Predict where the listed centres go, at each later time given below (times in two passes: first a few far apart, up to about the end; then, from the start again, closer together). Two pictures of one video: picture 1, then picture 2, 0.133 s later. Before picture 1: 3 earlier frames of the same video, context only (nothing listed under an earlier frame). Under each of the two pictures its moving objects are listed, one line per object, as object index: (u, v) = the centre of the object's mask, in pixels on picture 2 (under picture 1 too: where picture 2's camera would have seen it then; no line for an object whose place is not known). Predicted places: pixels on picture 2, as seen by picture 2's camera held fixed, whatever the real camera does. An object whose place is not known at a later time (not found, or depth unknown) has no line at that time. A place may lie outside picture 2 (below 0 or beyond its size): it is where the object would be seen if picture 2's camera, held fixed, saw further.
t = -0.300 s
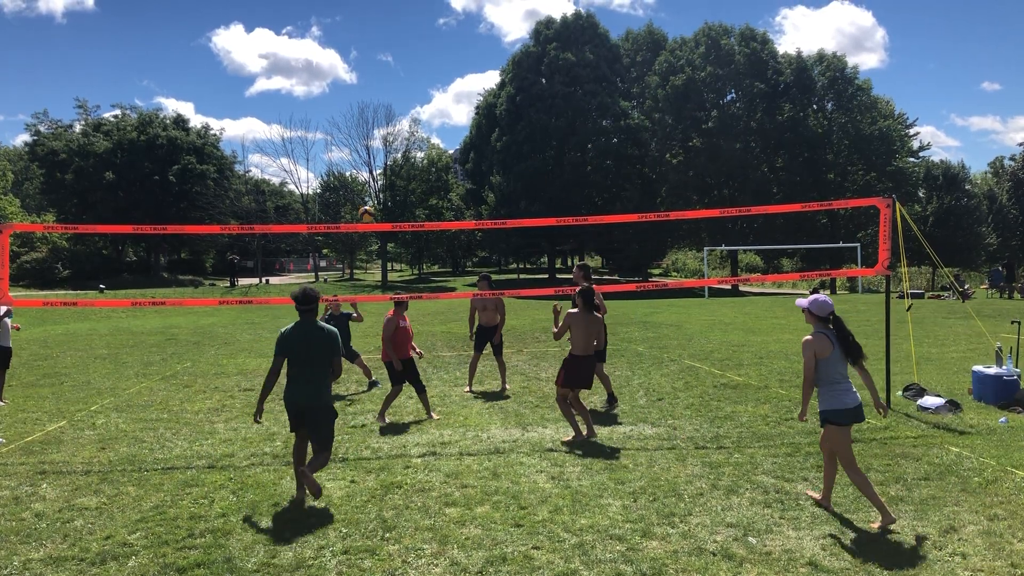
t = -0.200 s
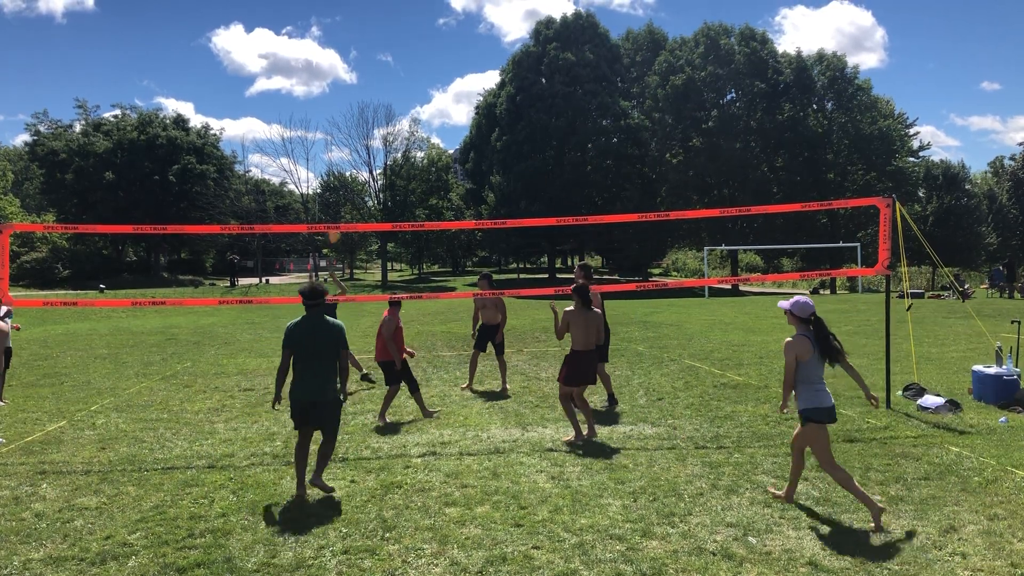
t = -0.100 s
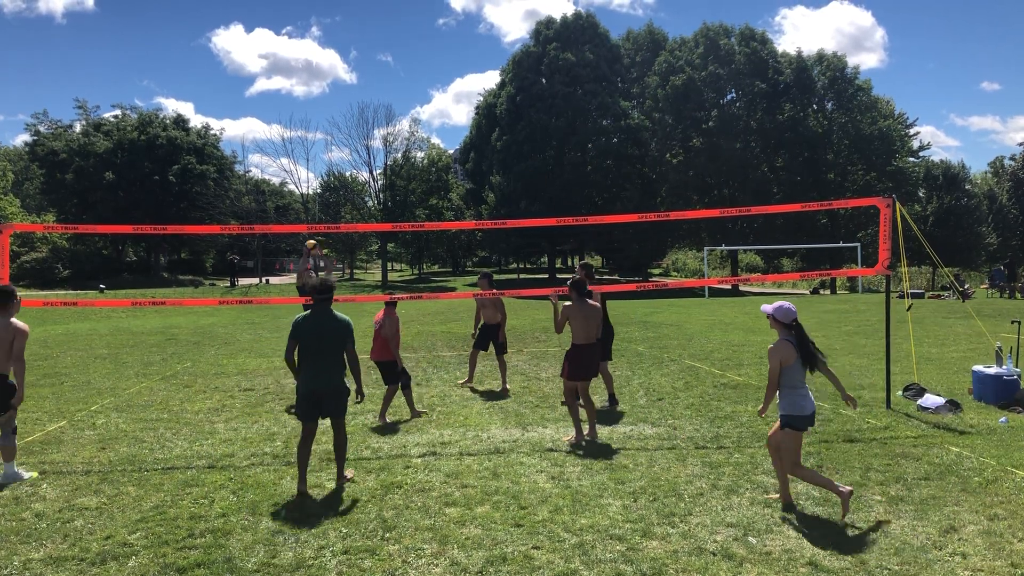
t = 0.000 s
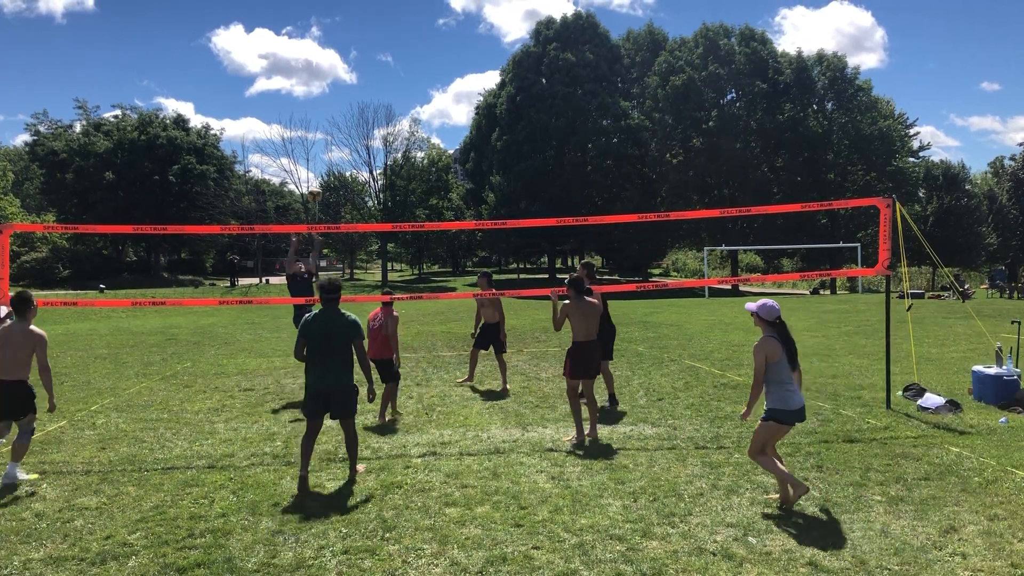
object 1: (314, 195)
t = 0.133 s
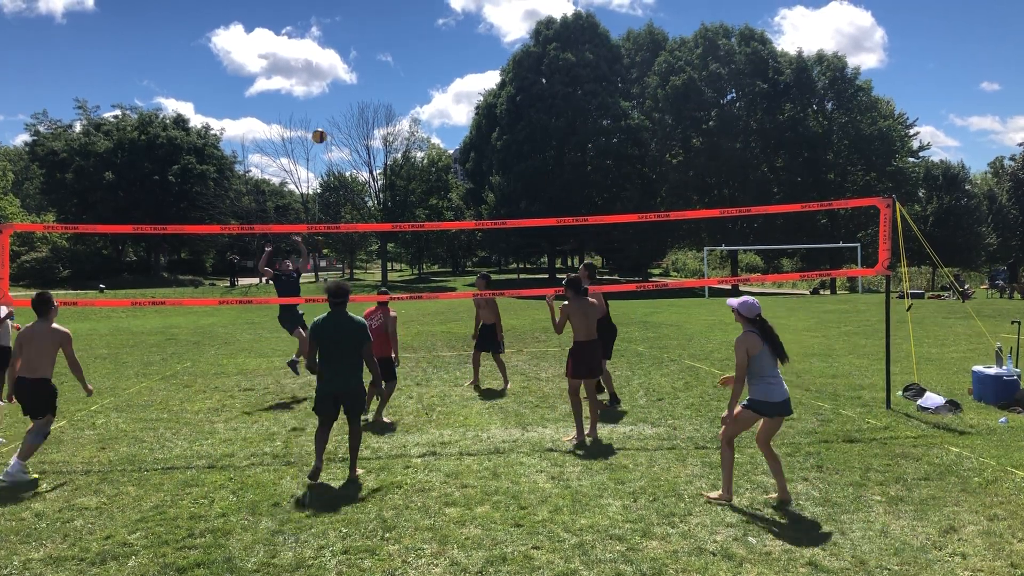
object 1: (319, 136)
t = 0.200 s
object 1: (322, 110)
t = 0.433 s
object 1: (332, 45)
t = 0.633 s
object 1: (341, 20)
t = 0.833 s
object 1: (350, 23)
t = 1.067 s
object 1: (364, 62)
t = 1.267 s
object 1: (377, 126)
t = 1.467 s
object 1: (391, 215)
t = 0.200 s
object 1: (322, 110)
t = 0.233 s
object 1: (323, 99)
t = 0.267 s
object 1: (325, 88)
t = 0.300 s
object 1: (326, 78)
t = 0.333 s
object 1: (328, 69)
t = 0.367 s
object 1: (329, 61)
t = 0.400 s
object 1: (330, 52)
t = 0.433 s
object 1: (332, 45)
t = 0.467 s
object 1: (333, 39)
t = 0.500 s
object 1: (334, 34)
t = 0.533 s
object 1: (336, 29)
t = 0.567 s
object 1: (337, 26)
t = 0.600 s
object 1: (339, 22)
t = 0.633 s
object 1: (341, 20)
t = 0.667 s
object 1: (342, 19)
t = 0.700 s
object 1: (344, 18)
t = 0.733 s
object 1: (345, 18)
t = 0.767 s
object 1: (347, 19)
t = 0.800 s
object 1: (349, 21)
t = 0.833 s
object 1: (350, 23)
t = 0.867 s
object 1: (352, 26)
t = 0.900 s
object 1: (354, 31)
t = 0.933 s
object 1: (356, 35)
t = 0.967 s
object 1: (358, 41)
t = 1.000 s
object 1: (360, 47)
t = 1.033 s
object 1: (362, 55)
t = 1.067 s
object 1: (364, 62)
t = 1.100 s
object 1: (366, 71)
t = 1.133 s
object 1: (368, 81)
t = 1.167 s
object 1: (370, 91)
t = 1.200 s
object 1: (372, 102)
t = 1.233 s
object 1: (374, 114)
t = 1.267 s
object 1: (377, 126)
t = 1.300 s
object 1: (379, 140)
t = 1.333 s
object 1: (381, 154)
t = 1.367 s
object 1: (383, 168)
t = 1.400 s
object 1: (386, 183)
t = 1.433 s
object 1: (388, 199)
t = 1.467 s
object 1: (391, 215)
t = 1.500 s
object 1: (393, 234)
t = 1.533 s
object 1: (395, 250)
